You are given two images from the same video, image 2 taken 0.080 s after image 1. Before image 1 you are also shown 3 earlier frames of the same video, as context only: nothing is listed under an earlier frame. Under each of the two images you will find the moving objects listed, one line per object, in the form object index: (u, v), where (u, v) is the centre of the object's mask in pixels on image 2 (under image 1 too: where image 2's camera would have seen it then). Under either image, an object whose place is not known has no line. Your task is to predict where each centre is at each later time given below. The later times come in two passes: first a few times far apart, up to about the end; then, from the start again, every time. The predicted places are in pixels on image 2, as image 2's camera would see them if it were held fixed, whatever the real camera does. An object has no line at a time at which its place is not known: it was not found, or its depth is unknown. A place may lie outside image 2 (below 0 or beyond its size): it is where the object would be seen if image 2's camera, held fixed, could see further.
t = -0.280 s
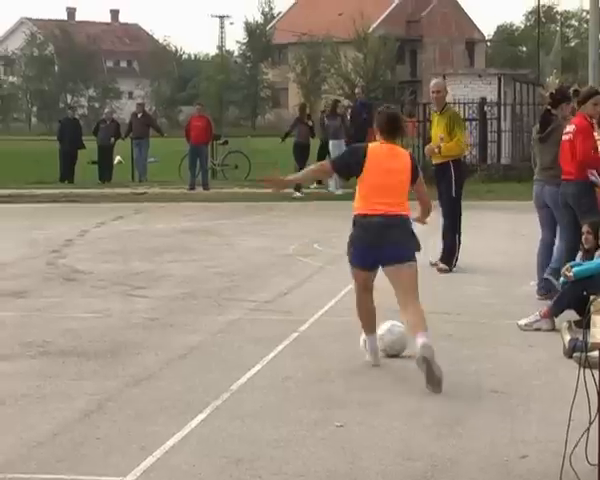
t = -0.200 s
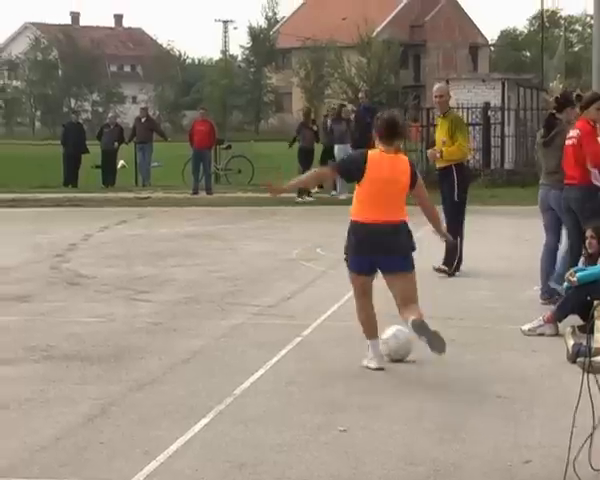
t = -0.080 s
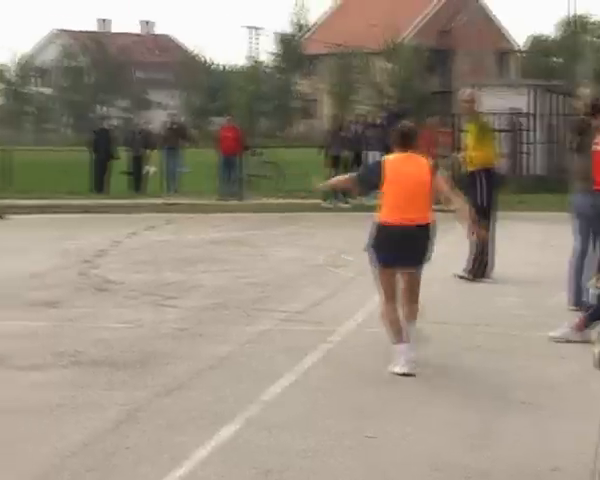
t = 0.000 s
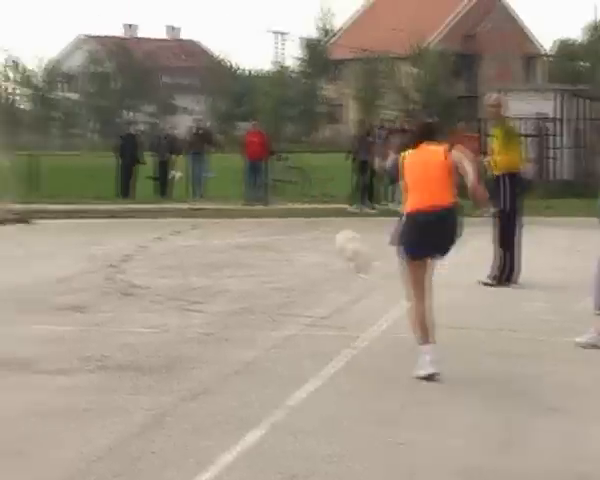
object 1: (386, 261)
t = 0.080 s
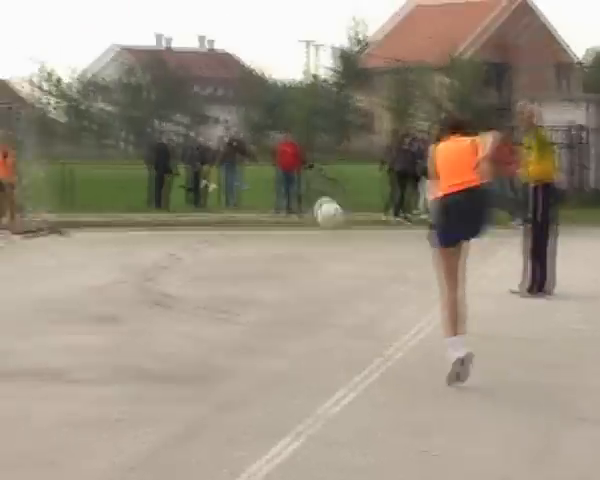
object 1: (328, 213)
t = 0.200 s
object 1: (256, 167)
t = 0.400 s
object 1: (154, 135)
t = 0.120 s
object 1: (302, 194)
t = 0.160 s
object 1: (278, 180)
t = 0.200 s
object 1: (256, 167)
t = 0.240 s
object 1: (234, 158)
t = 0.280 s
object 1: (213, 149)
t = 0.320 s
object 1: (192, 143)
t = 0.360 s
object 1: (173, 138)
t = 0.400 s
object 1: (154, 135)
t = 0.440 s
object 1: (135, 133)
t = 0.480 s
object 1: (115, 133)
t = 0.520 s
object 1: (97, 134)
